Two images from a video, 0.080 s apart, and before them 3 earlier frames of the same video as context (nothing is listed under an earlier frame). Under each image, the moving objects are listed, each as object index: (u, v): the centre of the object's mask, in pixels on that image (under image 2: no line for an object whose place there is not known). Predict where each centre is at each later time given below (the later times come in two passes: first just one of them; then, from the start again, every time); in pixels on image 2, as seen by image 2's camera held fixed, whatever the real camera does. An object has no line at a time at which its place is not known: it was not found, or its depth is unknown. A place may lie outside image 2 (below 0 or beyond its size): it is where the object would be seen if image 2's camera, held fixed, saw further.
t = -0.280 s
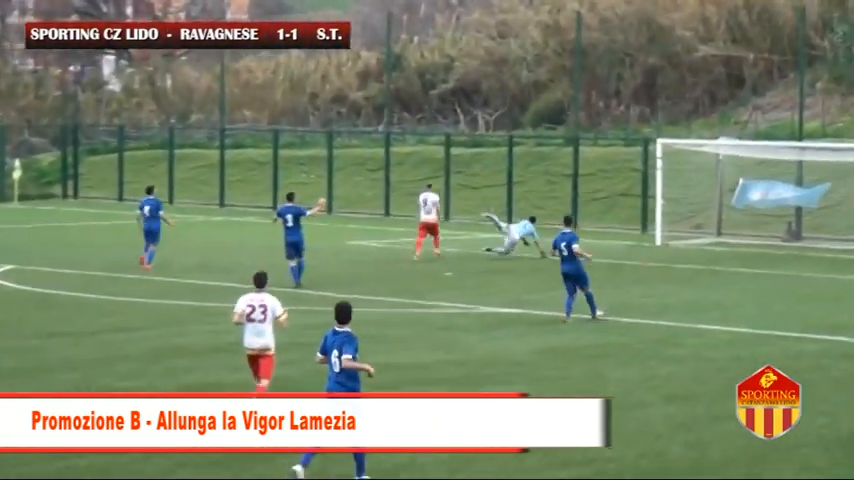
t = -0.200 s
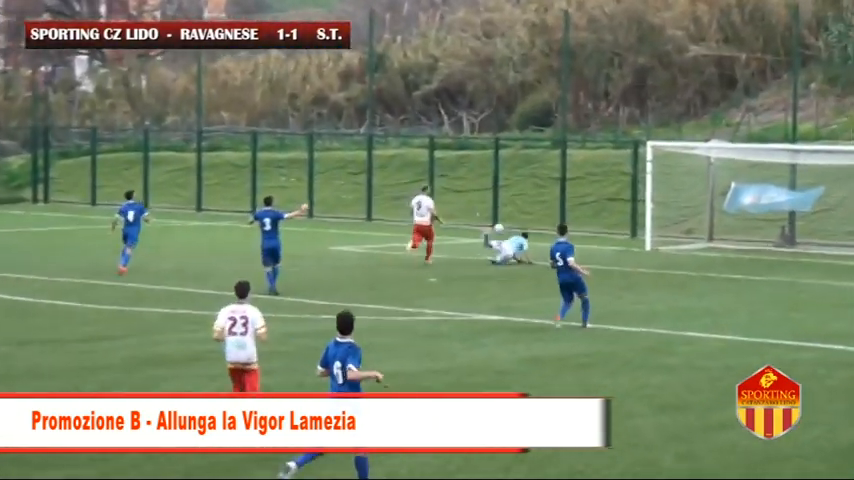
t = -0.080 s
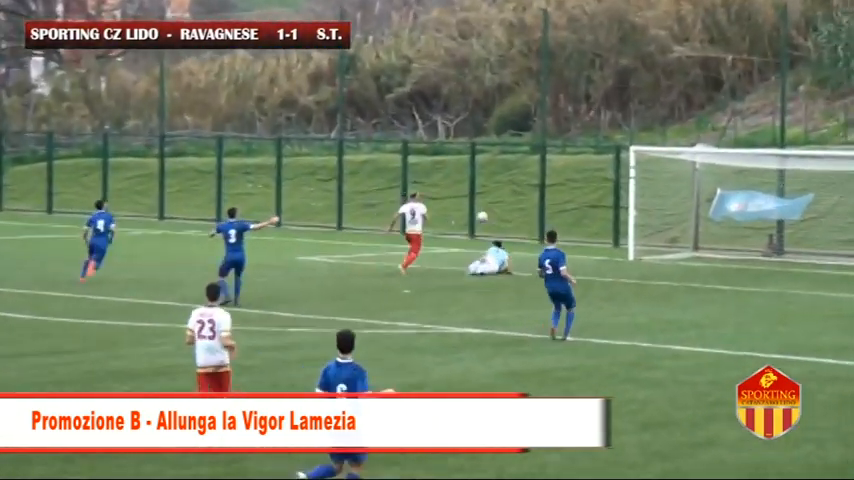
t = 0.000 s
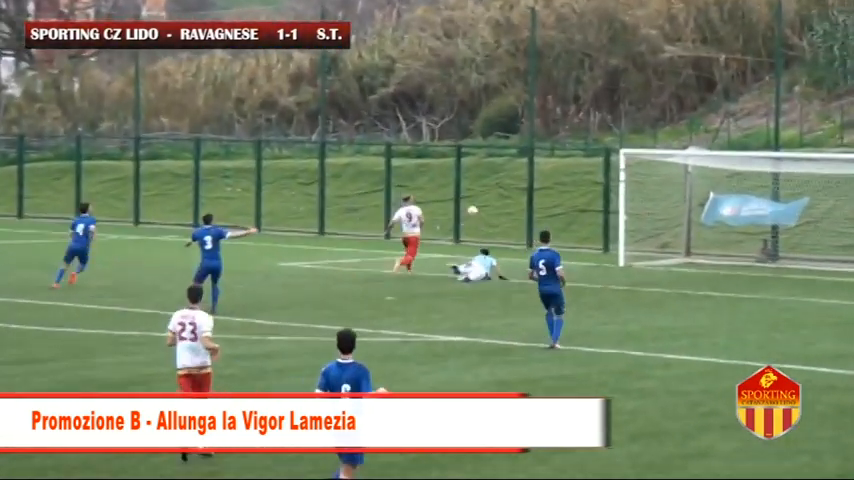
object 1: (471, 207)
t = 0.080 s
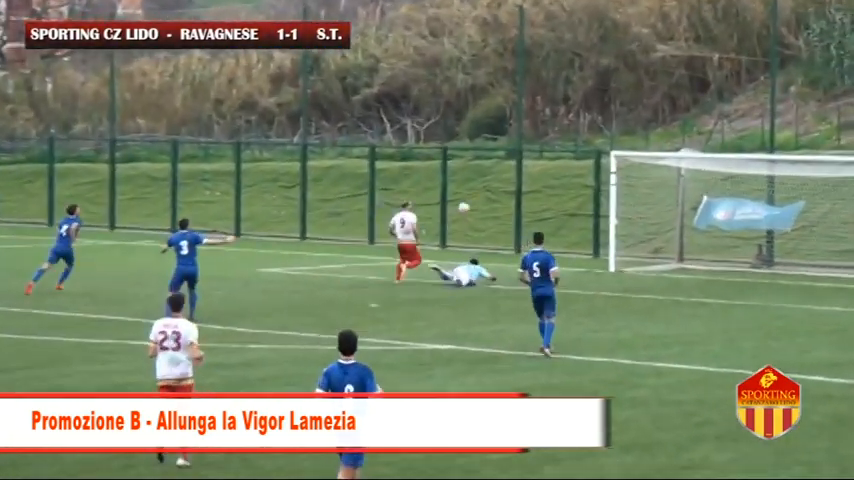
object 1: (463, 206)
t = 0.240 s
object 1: (472, 202)
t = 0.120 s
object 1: (465, 204)
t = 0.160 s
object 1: (468, 203)
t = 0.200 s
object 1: (470, 202)
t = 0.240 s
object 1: (472, 202)
